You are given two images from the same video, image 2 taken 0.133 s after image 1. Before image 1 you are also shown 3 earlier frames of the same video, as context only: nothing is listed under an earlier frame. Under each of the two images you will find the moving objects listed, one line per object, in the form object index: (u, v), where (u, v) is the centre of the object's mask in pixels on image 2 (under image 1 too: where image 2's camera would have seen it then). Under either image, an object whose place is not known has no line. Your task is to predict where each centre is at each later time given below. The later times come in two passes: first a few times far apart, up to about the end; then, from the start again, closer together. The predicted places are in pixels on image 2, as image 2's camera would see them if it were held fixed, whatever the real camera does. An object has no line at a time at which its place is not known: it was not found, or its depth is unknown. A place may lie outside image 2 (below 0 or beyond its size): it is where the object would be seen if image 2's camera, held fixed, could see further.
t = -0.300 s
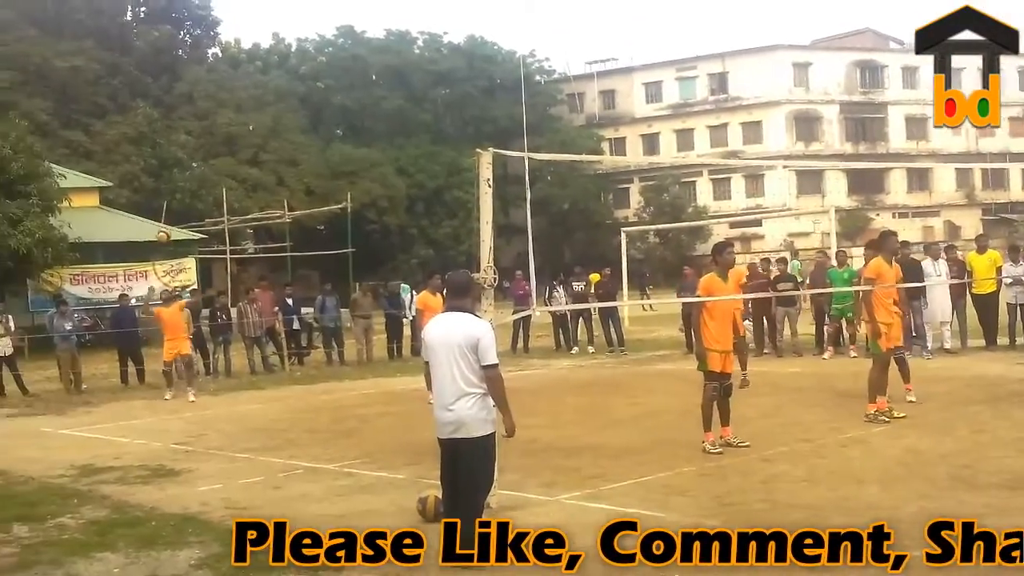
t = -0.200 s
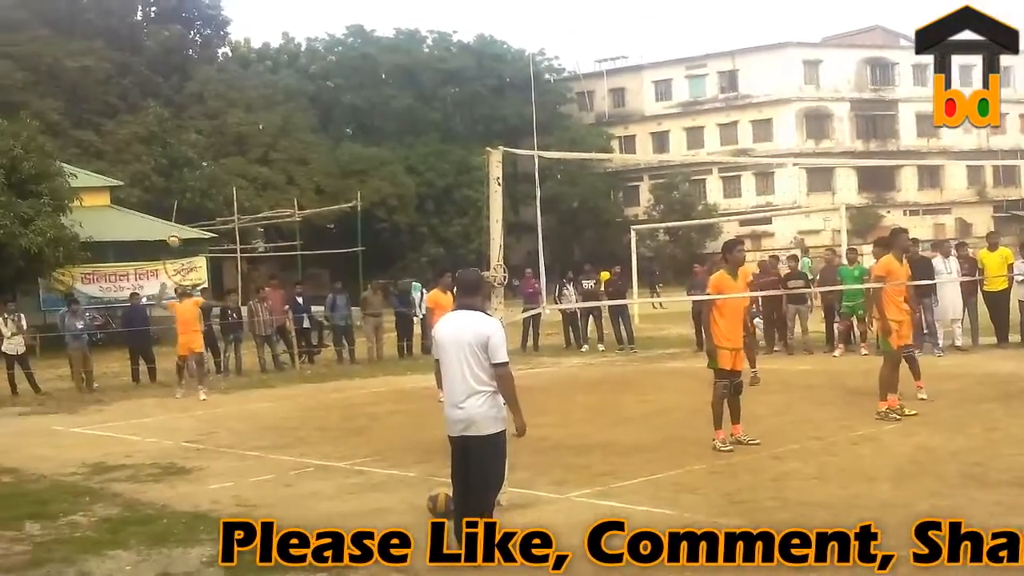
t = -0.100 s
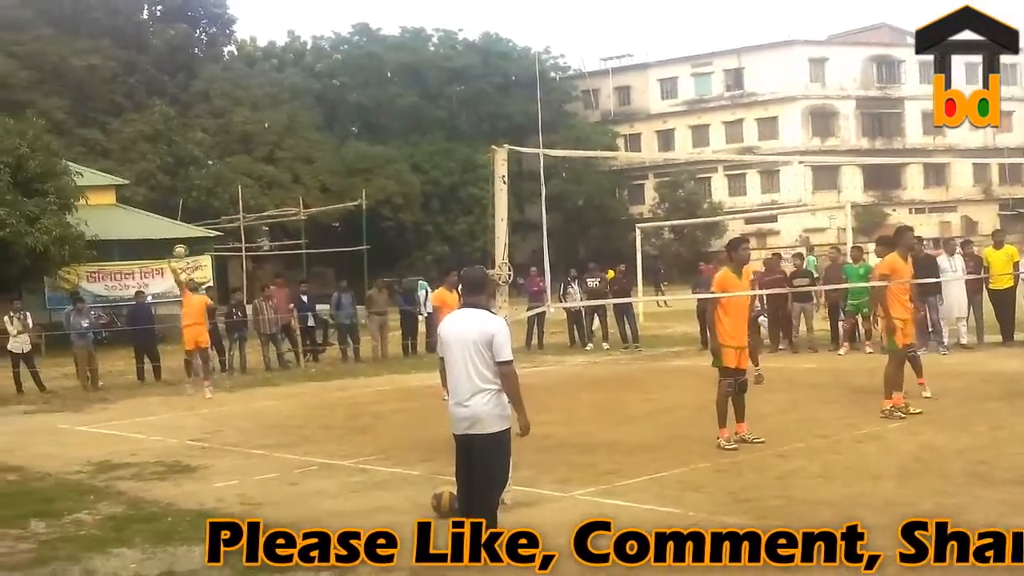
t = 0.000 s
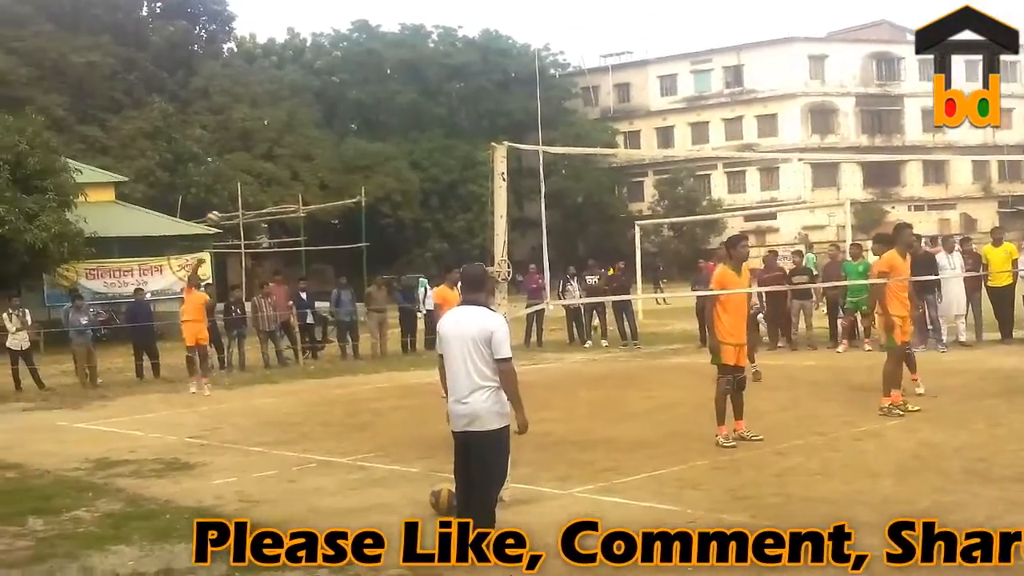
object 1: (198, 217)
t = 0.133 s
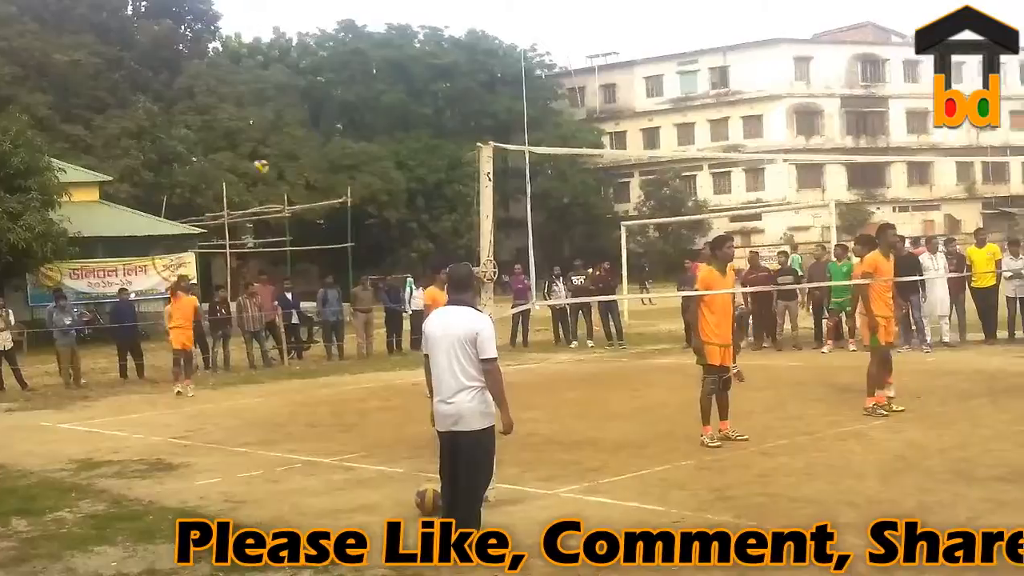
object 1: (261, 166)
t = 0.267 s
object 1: (331, 123)
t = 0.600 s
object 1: (561, 63)
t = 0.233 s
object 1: (313, 133)
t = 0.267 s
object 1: (331, 123)
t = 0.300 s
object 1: (350, 114)
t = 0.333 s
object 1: (369, 105)
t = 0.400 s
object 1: (412, 89)
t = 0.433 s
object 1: (435, 81)
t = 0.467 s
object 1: (458, 75)
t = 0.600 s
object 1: (561, 63)
